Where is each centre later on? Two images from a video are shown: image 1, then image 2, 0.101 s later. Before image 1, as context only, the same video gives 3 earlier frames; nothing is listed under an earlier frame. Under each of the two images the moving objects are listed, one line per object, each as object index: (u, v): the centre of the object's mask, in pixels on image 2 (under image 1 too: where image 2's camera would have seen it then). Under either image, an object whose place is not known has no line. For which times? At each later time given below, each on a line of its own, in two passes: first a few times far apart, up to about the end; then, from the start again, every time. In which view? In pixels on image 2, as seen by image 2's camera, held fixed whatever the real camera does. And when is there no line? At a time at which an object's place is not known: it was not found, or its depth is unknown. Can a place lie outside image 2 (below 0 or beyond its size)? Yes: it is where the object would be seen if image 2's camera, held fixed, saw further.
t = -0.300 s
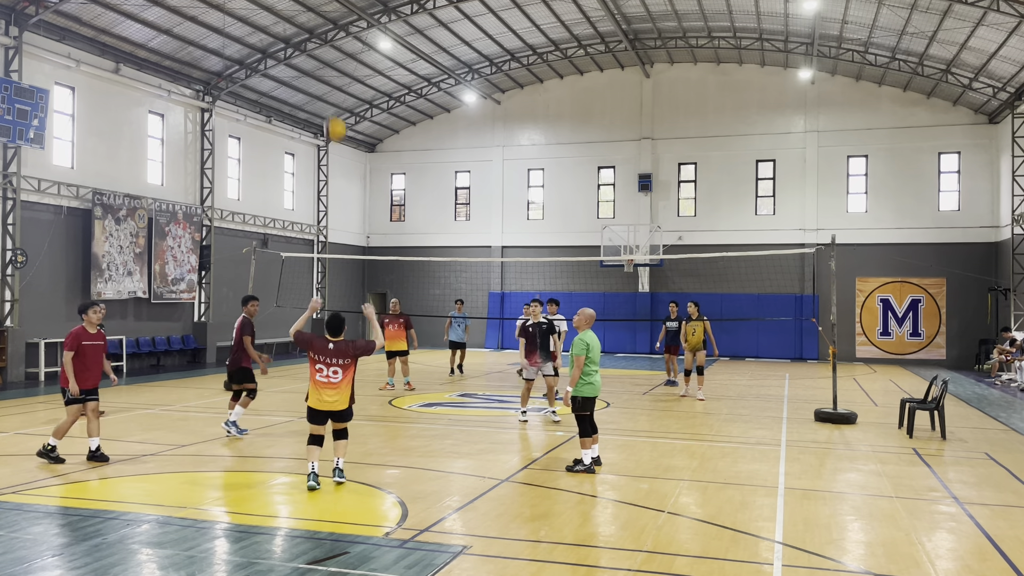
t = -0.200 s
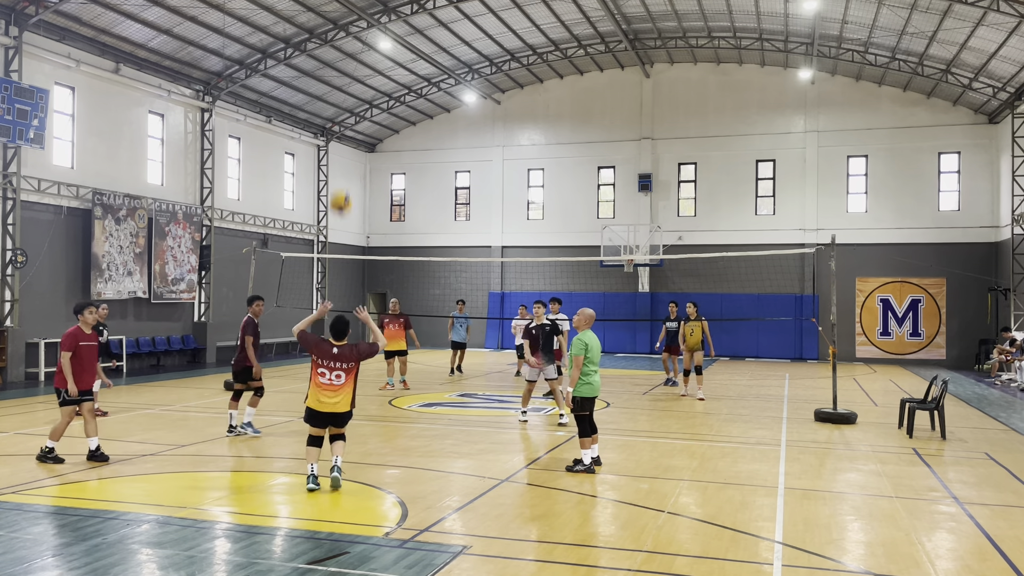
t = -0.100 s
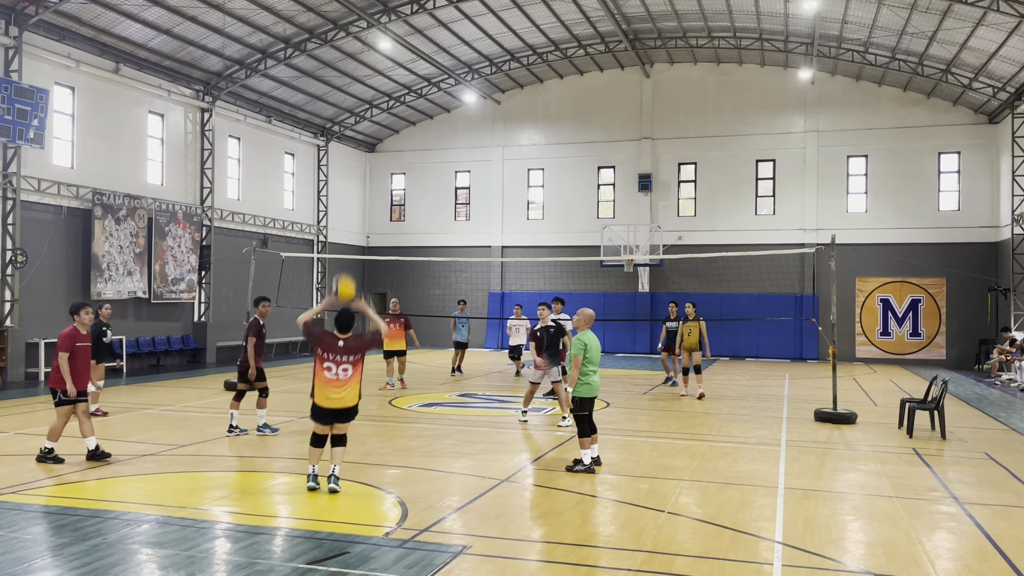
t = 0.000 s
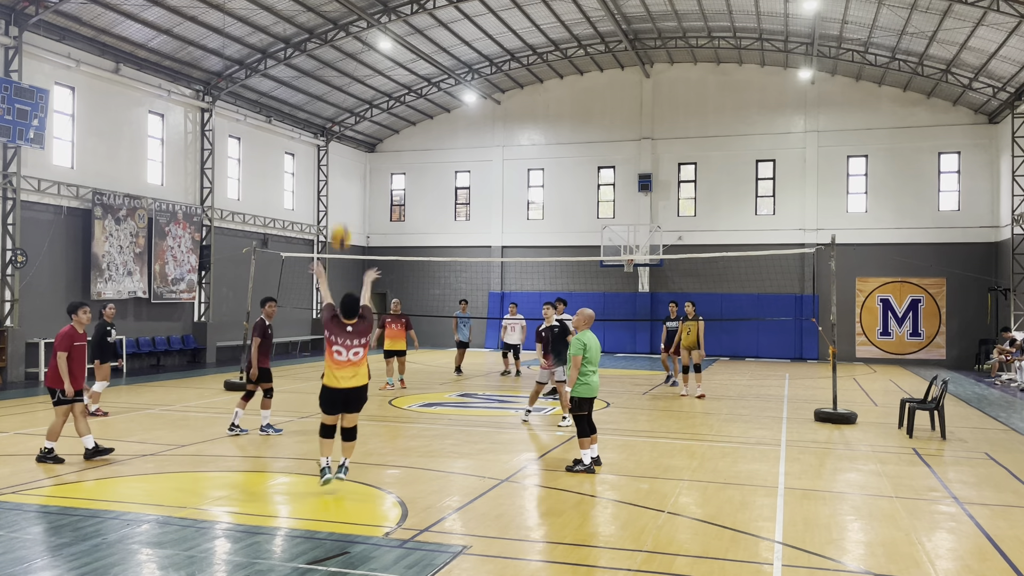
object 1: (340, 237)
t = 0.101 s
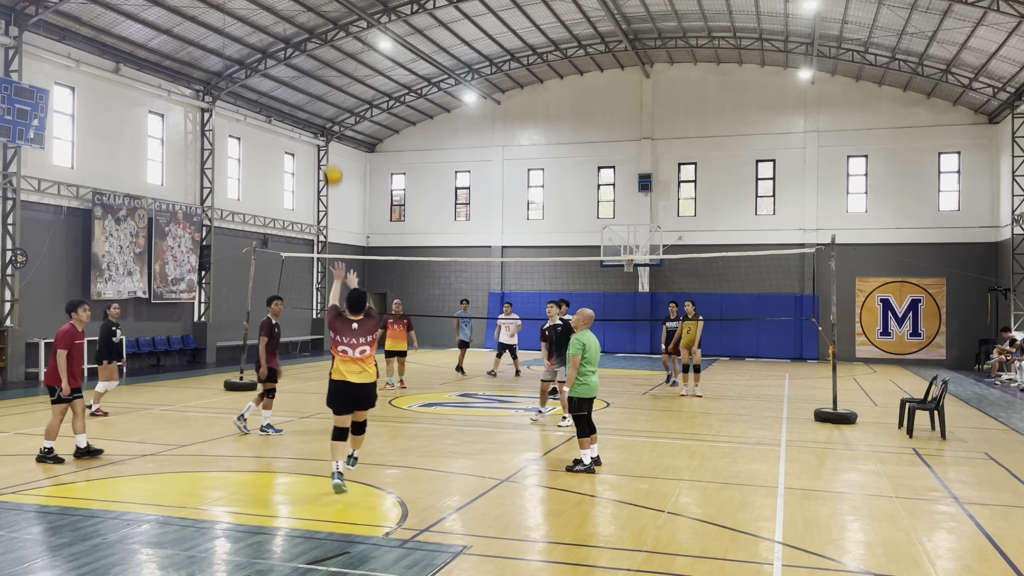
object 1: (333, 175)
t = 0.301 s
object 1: (318, 105)
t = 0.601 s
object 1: (299, 83)
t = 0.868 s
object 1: (287, 121)
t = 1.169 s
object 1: (276, 210)
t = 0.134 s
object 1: (329, 159)
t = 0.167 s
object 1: (327, 145)
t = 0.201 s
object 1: (325, 133)
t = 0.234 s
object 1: (323, 122)
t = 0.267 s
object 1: (321, 113)
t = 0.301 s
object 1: (318, 105)
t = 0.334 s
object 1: (316, 97)
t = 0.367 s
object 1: (314, 92)
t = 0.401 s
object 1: (311, 87)
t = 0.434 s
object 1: (309, 85)
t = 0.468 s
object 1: (307, 82)
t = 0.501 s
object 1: (305, 81)
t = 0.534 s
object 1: (303, 81)
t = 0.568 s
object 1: (301, 81)
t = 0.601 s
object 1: (299, 83)
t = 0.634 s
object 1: (298, 85)
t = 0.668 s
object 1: (296, 88)
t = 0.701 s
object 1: (295, 91)
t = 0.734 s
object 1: (293, 96)
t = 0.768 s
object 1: (291, 101)
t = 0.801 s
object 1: (290, 108)
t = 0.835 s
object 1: (288, 113)
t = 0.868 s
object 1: (287, 121)
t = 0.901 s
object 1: (286, 129)
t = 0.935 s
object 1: (284, 137)
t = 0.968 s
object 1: (283, 146)
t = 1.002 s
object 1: (281, 155)
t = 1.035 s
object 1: (280, 166)
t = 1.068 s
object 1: (278, 177)
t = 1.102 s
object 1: (277, 187)
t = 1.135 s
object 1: (276, 198)
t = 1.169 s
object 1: (276, 210)
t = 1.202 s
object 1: (275, 222)
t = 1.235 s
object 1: (274, 235)
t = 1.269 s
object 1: (271, 247)
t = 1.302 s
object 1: (271, 261)
